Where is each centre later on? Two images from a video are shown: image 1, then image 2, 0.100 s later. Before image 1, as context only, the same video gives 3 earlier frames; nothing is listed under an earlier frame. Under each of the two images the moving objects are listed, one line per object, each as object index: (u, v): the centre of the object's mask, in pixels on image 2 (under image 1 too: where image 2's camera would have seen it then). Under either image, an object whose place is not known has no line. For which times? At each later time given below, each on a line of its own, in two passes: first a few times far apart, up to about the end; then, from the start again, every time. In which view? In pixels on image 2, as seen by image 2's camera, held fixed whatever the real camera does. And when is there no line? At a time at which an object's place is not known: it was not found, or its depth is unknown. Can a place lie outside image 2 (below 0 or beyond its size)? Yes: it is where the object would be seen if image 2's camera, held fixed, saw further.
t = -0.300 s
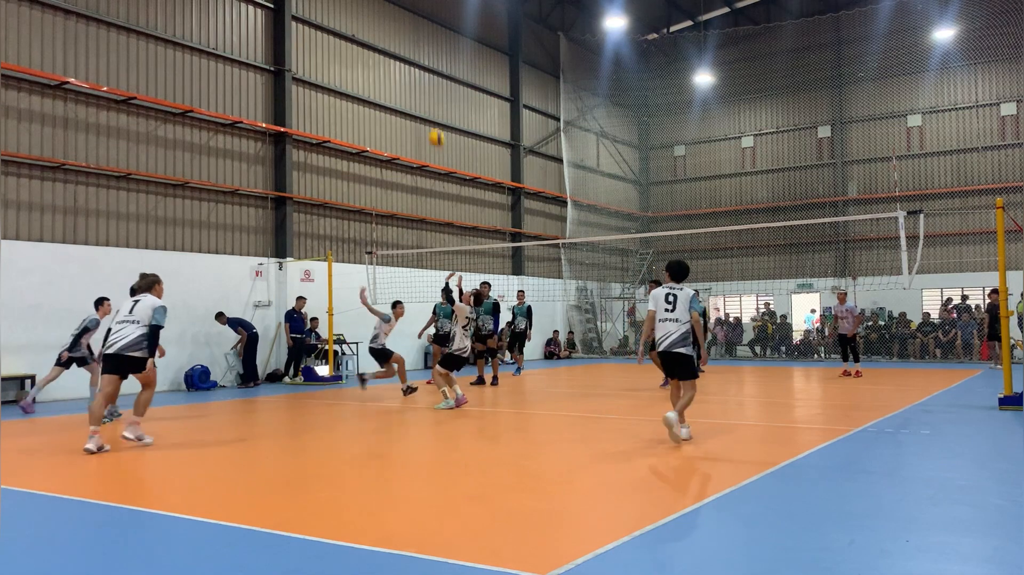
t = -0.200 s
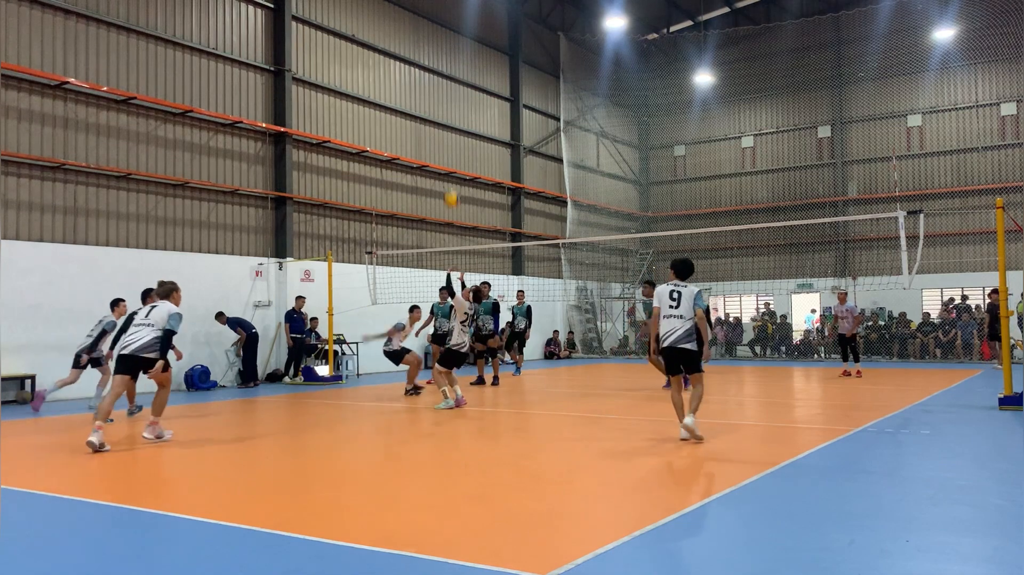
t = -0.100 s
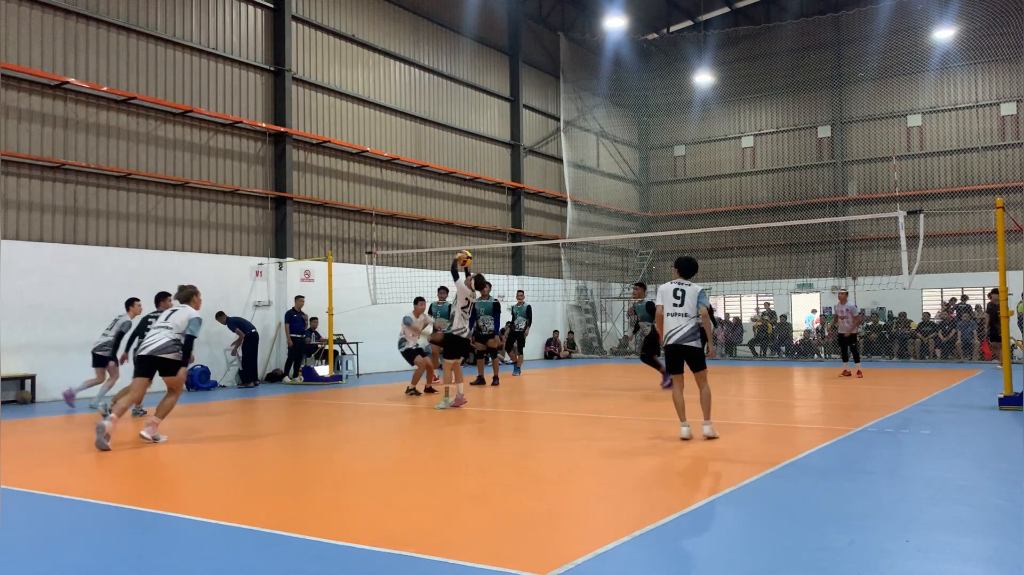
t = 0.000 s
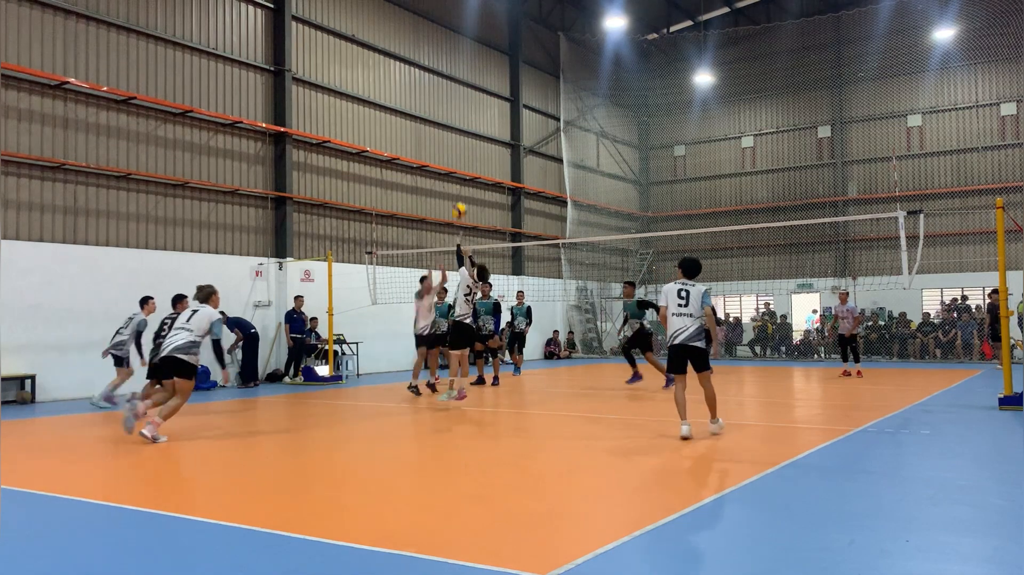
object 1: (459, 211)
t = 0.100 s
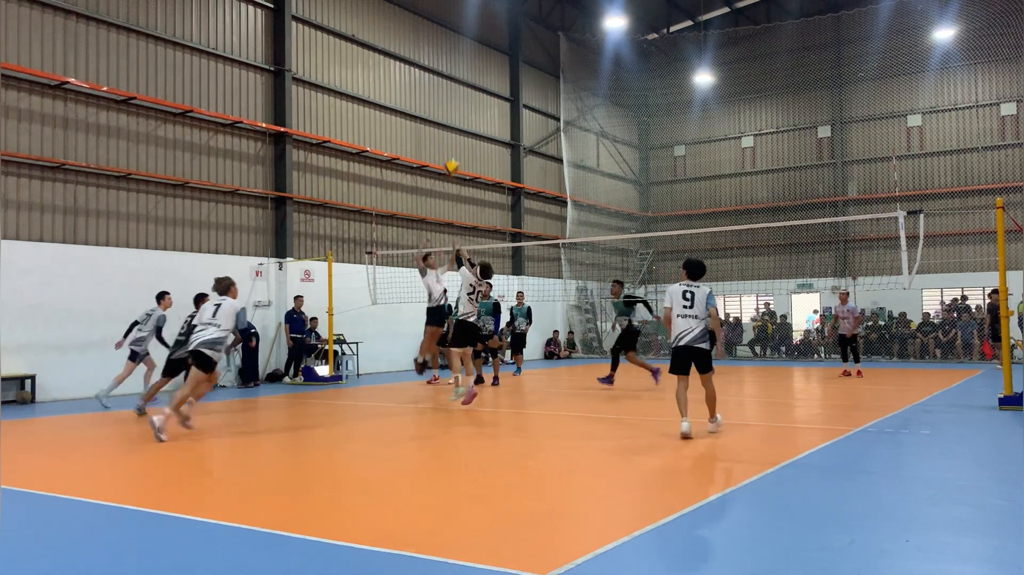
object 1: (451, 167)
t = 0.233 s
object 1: (443, 124)
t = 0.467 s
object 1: (427, 81)
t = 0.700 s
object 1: (414, 78)
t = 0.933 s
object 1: (403, 109)
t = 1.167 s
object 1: (395, 168)
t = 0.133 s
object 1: (449, 155)
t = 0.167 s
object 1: (447, 143)
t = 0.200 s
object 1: (445, 133)
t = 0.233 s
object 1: (443, 124)
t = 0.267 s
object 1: (440, 114)
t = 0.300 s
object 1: (437, 107)
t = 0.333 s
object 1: (435, 100)
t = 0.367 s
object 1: (433, 94)
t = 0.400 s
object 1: (431, 89)
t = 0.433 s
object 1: (429, 85)
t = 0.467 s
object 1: (427, 81)
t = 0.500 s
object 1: (424, 79)
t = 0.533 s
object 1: (423, 77)
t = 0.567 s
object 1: (421, 76)
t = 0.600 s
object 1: (419, 75)
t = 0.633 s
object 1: (417, 75)
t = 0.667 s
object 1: (415, 76)
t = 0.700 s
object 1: (414, 78)
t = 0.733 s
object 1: (412, 81)
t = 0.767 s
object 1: (411, 84)
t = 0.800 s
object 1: (409, 88)
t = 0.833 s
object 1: (407, 92)
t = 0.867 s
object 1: (406, 97)
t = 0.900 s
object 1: (404, 103)
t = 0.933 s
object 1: (403, 109)
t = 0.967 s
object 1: (402, 116)
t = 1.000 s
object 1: (400, 123)
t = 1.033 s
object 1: (399, 131)
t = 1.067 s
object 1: (398, 140)
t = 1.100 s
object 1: (396, 149)
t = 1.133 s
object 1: (395, 159)
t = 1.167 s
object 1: (395, 168)
